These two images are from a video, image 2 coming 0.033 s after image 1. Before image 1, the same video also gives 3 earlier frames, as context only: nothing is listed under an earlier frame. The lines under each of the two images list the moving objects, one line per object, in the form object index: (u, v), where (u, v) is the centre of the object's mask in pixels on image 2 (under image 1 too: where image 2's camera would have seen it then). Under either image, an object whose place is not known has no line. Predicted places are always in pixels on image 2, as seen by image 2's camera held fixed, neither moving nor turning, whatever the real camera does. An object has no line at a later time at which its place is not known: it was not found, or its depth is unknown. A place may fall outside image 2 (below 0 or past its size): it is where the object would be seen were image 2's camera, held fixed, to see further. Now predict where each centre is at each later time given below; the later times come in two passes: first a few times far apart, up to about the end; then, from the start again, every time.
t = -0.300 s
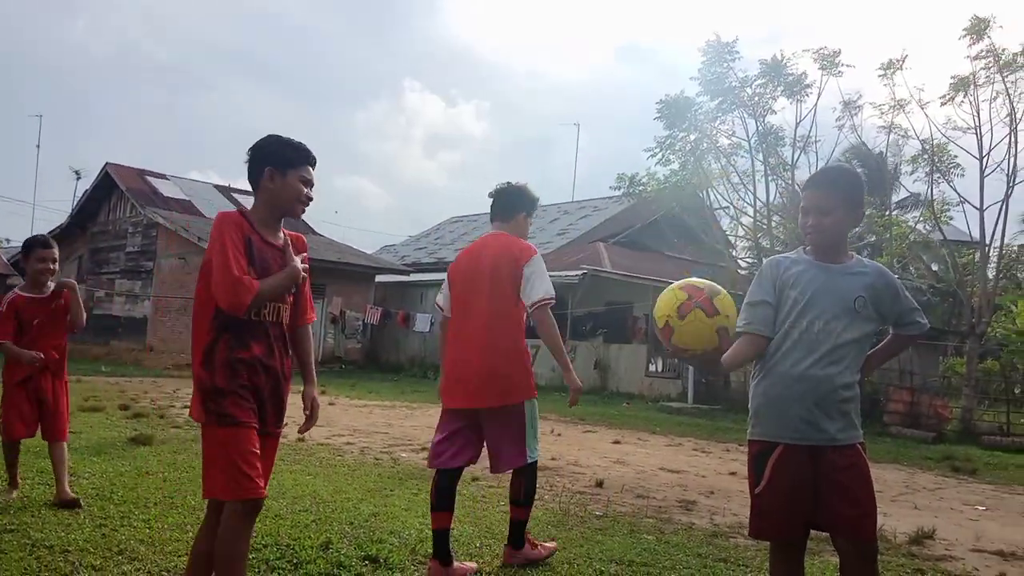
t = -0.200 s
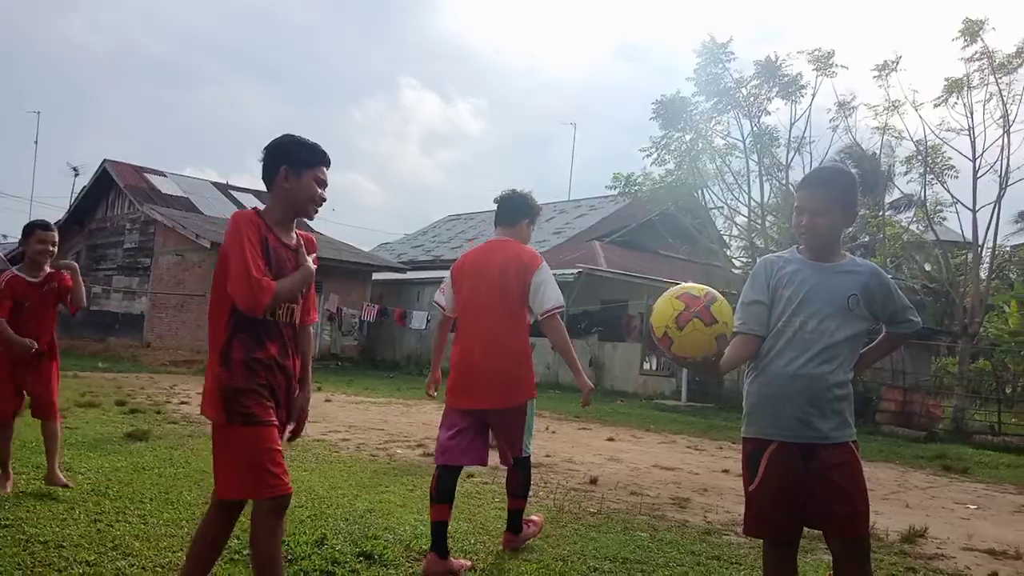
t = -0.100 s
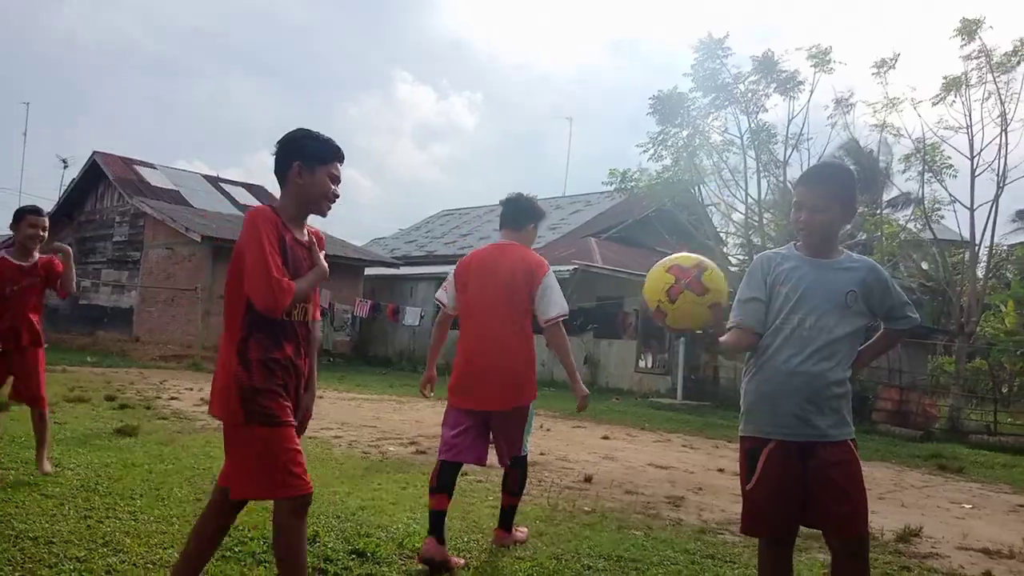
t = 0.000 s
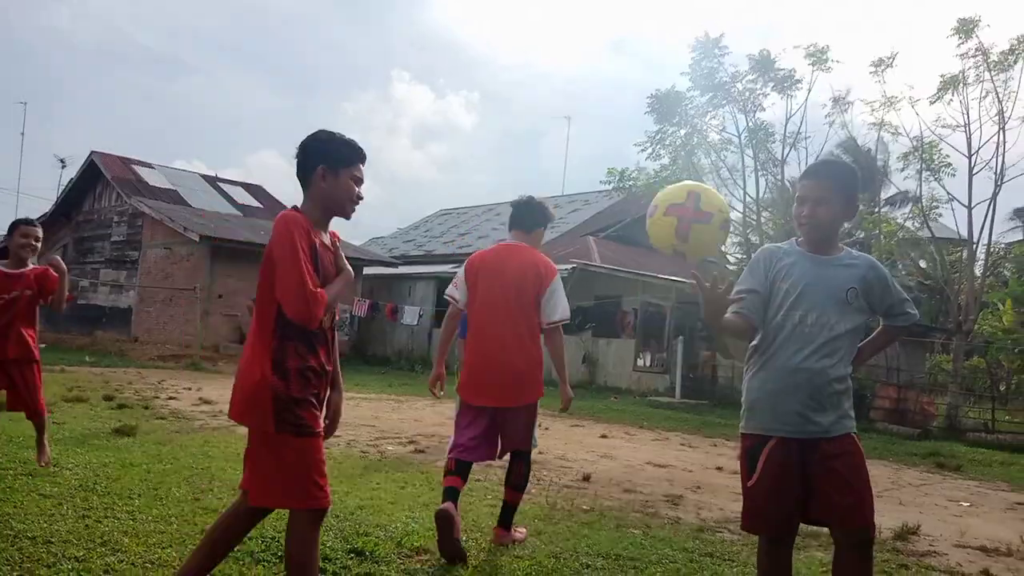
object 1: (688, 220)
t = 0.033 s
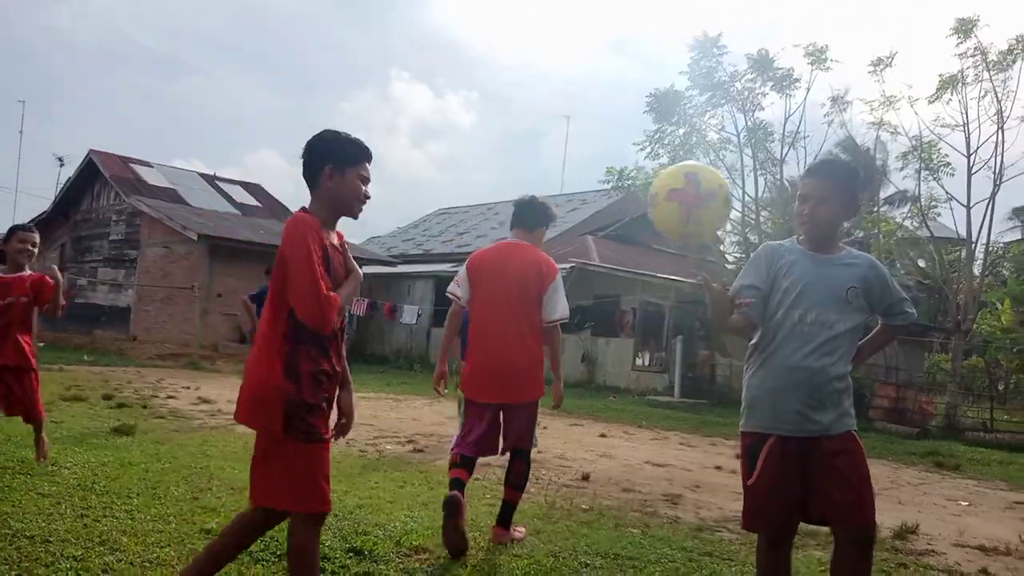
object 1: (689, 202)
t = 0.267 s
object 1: (700, 178)
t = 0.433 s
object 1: (705, 289)
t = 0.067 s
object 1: (691, 187)
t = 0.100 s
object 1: (694, 175)
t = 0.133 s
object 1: (697, 167)
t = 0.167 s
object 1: (697, 166)
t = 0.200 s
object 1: (698, 166)
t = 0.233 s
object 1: (700, 169)
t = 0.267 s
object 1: (700, 178)
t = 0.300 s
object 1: (700, 193)
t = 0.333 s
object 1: (700, 211)
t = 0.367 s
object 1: (703, 232)
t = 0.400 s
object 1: (704, 258)
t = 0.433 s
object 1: (705, 289)
